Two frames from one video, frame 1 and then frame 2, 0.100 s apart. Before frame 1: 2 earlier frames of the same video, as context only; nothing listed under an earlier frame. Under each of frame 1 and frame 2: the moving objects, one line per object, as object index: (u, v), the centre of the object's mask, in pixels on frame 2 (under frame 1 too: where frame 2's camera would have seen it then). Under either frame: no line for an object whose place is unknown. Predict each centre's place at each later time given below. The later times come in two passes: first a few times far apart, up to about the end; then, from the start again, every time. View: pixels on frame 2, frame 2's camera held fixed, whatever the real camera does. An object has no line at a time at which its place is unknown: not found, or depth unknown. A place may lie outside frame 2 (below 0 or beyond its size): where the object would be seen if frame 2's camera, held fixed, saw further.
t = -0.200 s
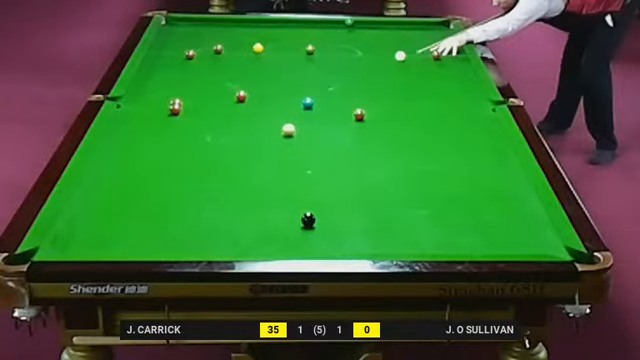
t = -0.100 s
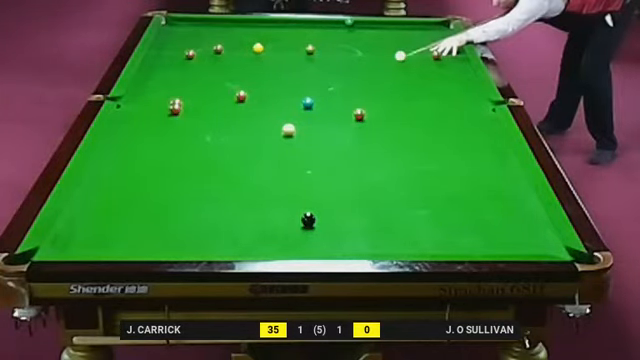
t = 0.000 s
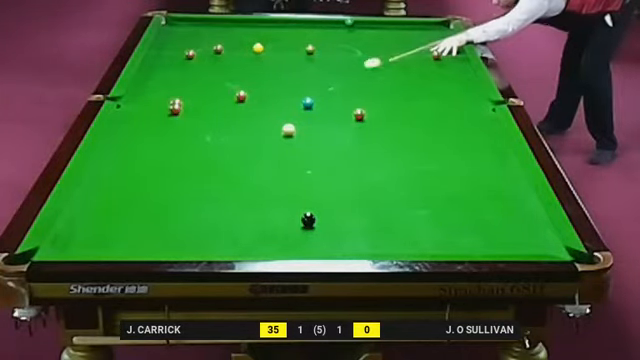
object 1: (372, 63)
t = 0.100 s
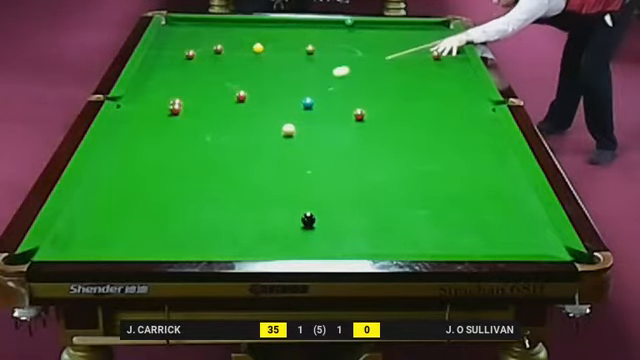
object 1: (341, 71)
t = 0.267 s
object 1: (292, 84)
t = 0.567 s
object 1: (250, 104)
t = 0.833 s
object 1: (238, 122)
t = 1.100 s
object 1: (226, 141)
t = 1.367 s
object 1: (213, 162)
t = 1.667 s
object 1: (196, 187)
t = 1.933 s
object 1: (181, 212)
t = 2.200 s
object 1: (164, 239)
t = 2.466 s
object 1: (163, 243)
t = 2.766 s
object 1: (177, 224)
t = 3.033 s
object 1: (188, 210)
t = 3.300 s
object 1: (198, 196)
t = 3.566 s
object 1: (207, 185)
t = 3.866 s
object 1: (216, 174)
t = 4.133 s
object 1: (223, 165)
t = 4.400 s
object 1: (230, 157)
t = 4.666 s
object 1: (235, 151)
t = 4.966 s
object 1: (241, 144)
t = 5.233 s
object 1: (246, 138)
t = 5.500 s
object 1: (249, 134)
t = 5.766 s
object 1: (253, 130)
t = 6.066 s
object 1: (256, 126)
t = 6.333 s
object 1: (259, 123)
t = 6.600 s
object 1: (262, 121)
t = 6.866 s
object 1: (264, 119)
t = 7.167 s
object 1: (265, 118)
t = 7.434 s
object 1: (266, 116)
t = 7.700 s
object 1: (267, 116)
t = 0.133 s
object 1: (331, 73)
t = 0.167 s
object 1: (321, 76)
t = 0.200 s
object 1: (311, 79)
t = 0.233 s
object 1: (301, 82)
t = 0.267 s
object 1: (292, 84)
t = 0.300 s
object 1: (283, 86)
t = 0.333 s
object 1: (275, 89)
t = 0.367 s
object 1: (267, 91)
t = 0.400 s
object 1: (258, 93)
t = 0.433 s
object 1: (252, 96)
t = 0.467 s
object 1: (252, 98)
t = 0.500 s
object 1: (252, 100)
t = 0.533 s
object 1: (251, 102)
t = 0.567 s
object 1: (250, 104)
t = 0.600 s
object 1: (248, 106)
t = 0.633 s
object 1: (247, 108)
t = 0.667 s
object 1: (245, 111)
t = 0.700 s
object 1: (244, 113)
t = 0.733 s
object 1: (242, 115)
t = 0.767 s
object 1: (241, 117)
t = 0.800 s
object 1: (240, 120)
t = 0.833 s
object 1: (238, 122)
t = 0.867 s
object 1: (237, 124)
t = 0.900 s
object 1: (235, 127)
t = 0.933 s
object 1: (234, 129)
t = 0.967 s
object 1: (232, 131)
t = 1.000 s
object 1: (231, 134)
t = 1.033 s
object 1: (229, 136)
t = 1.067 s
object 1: (227, 139)
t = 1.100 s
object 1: (226, 141)
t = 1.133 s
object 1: (224, 144)
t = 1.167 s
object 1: (222, 147)
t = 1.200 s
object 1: (221, 149)
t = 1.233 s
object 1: (219, 152)
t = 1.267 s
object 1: (218, 154)
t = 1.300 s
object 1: (216, 157)
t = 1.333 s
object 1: (214, 160)
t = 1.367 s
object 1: (213, 162)
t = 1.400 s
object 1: (211, 165)
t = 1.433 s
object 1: (209, 167)
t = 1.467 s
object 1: (207, 170)
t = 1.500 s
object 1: (206, 173)
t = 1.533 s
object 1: (204, 176)
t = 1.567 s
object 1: (202, 179)
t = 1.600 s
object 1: (200, 182)
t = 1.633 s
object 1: (199, 185)
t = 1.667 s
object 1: (196, 187)
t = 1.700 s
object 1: (195, 191)
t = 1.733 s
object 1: (193, 194)
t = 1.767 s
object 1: (191, 197)
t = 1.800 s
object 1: (189, 200)
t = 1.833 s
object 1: (187, 203)
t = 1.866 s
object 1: (185, 206)
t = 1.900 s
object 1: (183, 209)
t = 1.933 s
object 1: (181, 212)
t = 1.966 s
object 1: (179, 216)
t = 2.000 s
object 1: (177, 219)
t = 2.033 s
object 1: (175, 222)
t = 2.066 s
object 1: (173, 226)
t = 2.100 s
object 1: (171, 229)
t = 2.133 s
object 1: (169, 232)
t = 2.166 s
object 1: (167, 236)
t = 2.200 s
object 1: (164, 239)
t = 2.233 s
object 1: (162, 243)
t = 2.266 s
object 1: (161, 245)
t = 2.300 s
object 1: (158, 247)
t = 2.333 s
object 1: (157, 249)
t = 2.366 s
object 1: (158, 247)
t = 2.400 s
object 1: (160, 245)
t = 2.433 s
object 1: (162, 244)
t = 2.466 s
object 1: (163, 243)
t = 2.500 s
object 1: (165, 241)
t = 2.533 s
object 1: (166, 239)
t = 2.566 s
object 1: (168, 237)
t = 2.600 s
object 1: (170, 234)
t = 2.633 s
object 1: (171, 232)
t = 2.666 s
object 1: (173, 230)
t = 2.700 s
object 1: (174, 228)
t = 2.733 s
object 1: (176, 226)
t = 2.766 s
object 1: (177, 224)
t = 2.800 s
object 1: (179, 222)
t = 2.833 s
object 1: (180, 221)
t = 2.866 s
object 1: (181, 219)
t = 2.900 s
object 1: (183, 217)
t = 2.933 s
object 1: (184, 215)
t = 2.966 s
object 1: (185, 213)
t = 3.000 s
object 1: (187, 212)
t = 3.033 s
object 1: (188, 210)
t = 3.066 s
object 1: (189, 208)
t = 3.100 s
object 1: (191, 207)
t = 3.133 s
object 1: (192, 205)
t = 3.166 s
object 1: (193, 203)
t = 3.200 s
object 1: (194, 202)
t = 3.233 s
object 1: (196, 200)
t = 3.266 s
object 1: (196, 198)
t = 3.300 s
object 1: (198, 196)
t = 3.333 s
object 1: (199, 195)
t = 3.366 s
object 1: (200, 194)
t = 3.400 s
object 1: (201, 192)
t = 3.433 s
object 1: (203, 191)
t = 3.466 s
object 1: (204, 190)
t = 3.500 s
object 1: (205, 188)
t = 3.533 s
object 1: (206, 187)
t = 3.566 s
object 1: (207, 185)
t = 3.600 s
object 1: (208, 184)
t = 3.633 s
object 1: (209, 182)
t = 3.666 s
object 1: (210, 181)
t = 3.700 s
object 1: (211, 180)
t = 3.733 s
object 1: (212, 179)
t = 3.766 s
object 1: (213, 178)
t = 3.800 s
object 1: (214, 176)
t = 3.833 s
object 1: (215, 175)
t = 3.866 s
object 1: (216, 174)
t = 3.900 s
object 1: (217, 173)
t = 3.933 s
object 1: (218, 172)
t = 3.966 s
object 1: (219, 170)
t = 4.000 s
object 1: (220, 169)
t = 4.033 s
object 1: (220, 168)
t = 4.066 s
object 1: (222, 167)
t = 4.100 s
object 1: (222, 166)
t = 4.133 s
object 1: (223, 165)
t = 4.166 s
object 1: (224, 164)
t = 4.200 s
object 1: (225, 163)
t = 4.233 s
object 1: (226, 162)
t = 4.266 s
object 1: (227, 161)
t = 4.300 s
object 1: (228, 160)
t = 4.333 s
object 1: (228, 159)
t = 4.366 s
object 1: (229, 158)
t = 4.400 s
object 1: (230, 157)
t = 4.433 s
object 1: (230, 157)
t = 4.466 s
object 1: (231, 156)
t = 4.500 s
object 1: (232, 155)
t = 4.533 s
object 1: (233, 154)
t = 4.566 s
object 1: (233, 153)
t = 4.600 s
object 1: (234, 152)
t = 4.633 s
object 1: (234, 152)
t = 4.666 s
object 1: (235, 151)
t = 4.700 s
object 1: (236, 150)
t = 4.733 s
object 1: (236, 149)
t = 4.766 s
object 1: (237, 148)
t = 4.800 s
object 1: (238, 148)
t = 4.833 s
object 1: (238, 147)
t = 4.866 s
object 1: (239, 146)
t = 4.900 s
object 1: (240, 145)
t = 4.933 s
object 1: (240, 145)
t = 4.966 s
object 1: (241, 144)
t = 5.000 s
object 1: (242, 143)
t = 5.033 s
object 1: (242, 142)
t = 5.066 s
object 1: (243, 142)
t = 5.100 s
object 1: (243, 141)
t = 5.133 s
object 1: (244, 140)
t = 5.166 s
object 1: (244, 140)
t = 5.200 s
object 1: (245, 139)
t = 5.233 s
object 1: (246, 138)
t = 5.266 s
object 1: (246, 138)
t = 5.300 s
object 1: (246, 137)
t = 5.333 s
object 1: (247, 137)
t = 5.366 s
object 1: (247, 136)
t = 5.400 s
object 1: (248, 136)
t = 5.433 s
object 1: (248, 135)
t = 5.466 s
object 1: (249, 134)
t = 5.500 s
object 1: (249, 134)
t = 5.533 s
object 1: (250, 133)
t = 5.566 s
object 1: (250, 133)
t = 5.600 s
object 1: (251, 133)
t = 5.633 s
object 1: (251, 132)
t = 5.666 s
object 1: (251, 131)
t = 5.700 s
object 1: (252, 131)
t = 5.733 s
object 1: (252, 130)
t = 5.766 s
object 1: (253, 130)
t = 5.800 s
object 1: (253, 129)
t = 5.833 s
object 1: (253, 129)
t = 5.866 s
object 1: (254, 129)
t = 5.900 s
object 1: (255, 128)
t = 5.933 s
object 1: (255, 128)
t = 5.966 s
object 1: (256, 127)
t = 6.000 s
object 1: (256, 127)
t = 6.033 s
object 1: (256, 127)
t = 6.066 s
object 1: (256, 126)
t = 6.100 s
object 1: (256, 126)
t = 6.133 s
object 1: (257, 125)
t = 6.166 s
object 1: (257, 125)
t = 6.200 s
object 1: (258, 125)
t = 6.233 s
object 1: (258, 125)
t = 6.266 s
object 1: (258, 124)
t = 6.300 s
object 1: (258, 124)
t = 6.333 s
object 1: (259, 123)
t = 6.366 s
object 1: (260, 123)
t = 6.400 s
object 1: (260, 123)
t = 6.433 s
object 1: (260, 122)
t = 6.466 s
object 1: (260, 122)
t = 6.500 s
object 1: (261, 122)
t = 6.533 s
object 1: (261, 122)
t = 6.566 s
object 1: (261, 121)
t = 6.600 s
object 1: (262, 121)
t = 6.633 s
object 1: (262, 121)
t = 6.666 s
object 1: (262, 121)
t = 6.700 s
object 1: (262, 120)
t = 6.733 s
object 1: (263, 120)
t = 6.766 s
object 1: (263, 120)
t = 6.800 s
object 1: (263, 119)
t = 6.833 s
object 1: (263, 119)
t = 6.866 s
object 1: (264, 119)
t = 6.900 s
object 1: (264, 119)
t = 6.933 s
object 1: (264, 119)
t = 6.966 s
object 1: (264, 118)
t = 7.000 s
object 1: (265, 118)
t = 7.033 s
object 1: (265, 118)
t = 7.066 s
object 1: (265, 118)
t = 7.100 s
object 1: (265, 118)
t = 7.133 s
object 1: (265, 118)
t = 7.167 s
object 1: (265, 118)
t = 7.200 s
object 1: (265, 118)
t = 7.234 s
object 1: (265, 117)
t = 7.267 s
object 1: (266, 117)
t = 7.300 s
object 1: (266, 117)
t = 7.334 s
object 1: (266, 117)
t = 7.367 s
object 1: (266, 117)
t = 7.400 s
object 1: (266, 117)
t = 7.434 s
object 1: (266, 116)
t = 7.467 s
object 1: (266, 116)
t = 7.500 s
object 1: (267, 116)
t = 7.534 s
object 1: (267, 116)
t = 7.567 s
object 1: (266, 116)
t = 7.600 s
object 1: (267, 116)
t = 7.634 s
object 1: (267, 116)
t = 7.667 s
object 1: (267, 116)
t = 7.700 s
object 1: (267, 116)
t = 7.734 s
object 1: (267, 116)
